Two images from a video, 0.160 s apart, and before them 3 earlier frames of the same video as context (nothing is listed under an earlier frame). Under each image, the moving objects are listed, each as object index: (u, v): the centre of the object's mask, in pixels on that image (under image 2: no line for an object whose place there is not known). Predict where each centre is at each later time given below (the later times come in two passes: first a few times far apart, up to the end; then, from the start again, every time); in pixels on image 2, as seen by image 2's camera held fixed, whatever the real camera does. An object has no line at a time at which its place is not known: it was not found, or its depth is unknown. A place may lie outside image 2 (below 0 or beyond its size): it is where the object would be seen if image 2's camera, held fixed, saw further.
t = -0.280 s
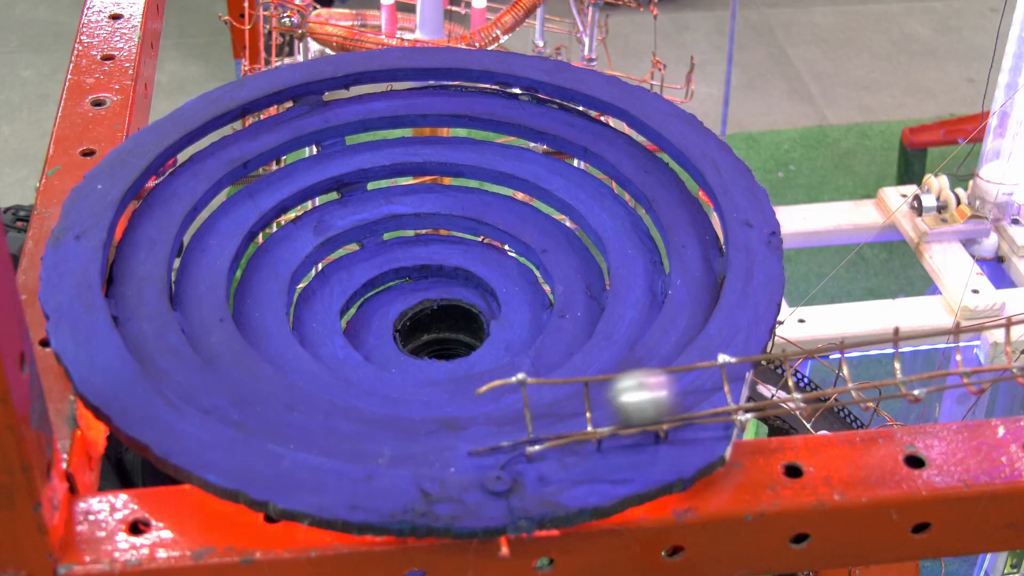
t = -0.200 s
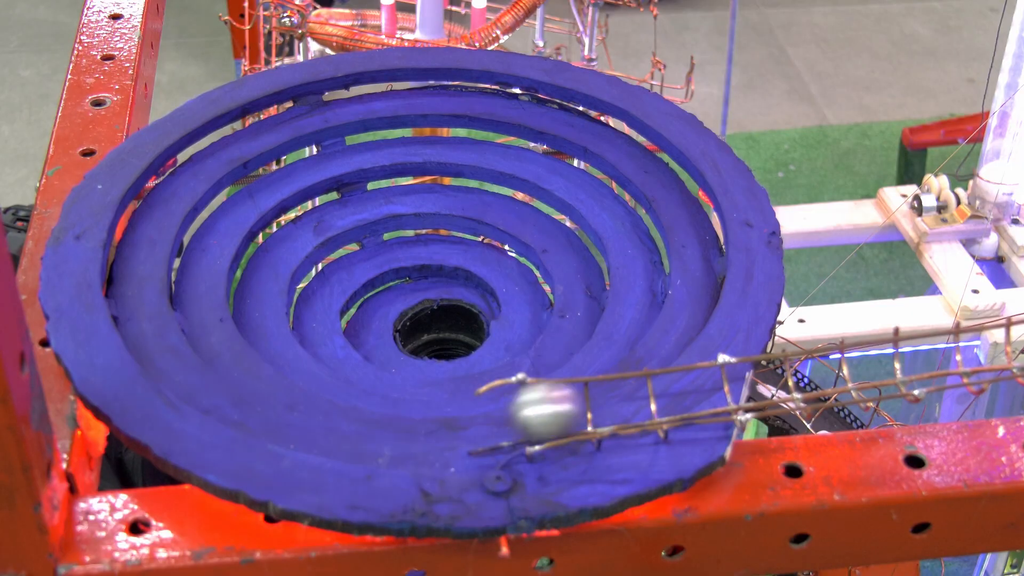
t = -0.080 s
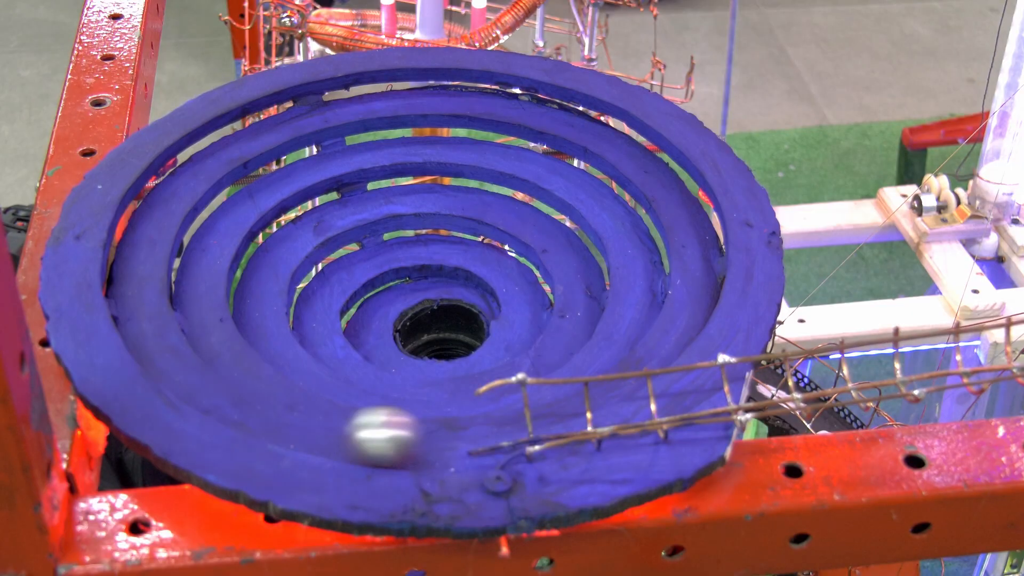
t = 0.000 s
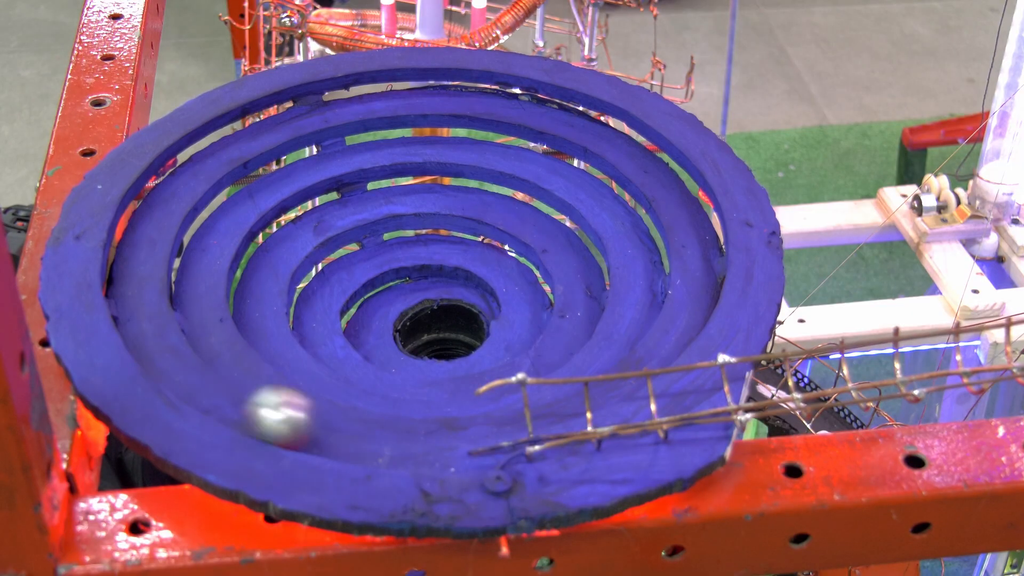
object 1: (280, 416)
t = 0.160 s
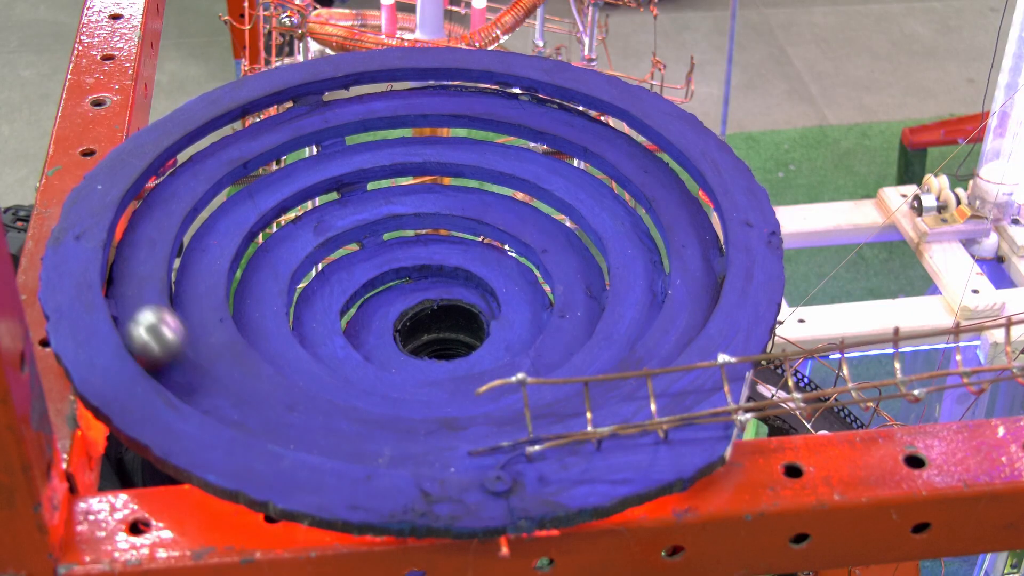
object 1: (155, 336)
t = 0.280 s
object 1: (130, 266)
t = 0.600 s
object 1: (231, 125)
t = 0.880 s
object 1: (402, 80)
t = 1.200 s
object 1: (601, 116)
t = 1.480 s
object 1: (700, 235)
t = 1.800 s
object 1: (545, 400)
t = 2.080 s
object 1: (263, 373)
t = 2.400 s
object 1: (208, 223)
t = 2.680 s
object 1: (325, 143)
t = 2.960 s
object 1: (485, 133)
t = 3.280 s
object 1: (632, 217)
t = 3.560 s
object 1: (579, 356)
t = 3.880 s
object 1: (295, 354)
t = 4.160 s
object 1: (283, 225)
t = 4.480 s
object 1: (465, 181)
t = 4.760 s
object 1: (583, 282)
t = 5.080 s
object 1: (386, 369)
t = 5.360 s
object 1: (330, 263)
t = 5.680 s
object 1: (497, 247)
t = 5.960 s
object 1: (445, 355)
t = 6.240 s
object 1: (407, 279)
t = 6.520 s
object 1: (445, 342)
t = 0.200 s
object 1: (142, 312)
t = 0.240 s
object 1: (134, 289)
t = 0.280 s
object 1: (130, 266)
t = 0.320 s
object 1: (135, 242)
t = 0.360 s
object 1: (140, 221)
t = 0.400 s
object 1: (147, 202)
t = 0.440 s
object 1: (159, 184)
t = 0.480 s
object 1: (173, 168)
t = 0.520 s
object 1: (190, 152)
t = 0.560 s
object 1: (210, 138)
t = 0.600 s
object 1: (231, 125)
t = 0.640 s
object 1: (254, 114)
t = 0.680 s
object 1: (278, 105)
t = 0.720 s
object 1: (301, 97)
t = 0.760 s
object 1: (325, 91)
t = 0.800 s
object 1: (351, 86)
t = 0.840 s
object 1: (377, 82)
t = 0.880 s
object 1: (402, 80)
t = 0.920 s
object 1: (428, 80)
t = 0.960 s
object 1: (454, 79)
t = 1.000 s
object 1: (480, 82)
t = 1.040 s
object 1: (505, 87)
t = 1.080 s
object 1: (530, 93)
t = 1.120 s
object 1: (554, 99)
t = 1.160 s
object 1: (578, 106)
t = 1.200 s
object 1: (601, 116)
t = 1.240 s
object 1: (621, 128)
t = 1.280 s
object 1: (641, 142)
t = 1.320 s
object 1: (658, 156)
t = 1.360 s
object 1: (674, 174)
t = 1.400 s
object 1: (687, 194)
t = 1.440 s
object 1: (696, 213)
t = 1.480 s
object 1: (700, 235)
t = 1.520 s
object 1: (700, 258)
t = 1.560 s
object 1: (696, 281)
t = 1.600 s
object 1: (685, 305)
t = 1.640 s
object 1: (668, 328)
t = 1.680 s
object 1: (642, 346)
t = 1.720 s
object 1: (615, 372)
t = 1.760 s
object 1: (579, 388)
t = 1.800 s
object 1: (545, 400)
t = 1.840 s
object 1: (496, 411)
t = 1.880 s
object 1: (453, 414)
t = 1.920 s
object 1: (409, 413)
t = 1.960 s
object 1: (367, 408)
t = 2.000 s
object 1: (326, 402)
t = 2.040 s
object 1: (291, 390)
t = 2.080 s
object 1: (263, 373)
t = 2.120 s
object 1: (239, 355)
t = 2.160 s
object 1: (221, 337)
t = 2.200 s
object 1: (208, 317)
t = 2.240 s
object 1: (203, 296)
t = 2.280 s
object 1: (197, 277)
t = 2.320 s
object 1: (197, 258)
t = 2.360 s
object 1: (202, 240)
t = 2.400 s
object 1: (208, 223)
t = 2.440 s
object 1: (219, 207)
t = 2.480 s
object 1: (232, 194)
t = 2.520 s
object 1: (247, 181)
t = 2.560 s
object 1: (264, 171)
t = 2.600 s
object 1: (284, 160)
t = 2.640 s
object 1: (305, 151)
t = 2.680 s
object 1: (325, 143)
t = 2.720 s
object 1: (346, 137)
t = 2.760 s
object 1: (369, 132)
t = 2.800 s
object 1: (393, 129)
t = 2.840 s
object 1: (416, 128)
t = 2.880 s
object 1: (439, 127)
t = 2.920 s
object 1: (462, 130)
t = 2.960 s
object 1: (485, 133)
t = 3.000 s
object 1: (508, 136)
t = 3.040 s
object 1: (528, 143)
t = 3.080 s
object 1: (547, 151)
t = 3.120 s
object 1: (568, 161)
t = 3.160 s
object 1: (590, 171)
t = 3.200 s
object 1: (604, 185)
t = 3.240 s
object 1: (618, 200)
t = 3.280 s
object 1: (632, 217)
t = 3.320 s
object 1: (640, 235)
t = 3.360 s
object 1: (644, 256)
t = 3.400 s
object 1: (643, 277)
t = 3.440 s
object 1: (637, 297)
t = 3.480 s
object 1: (624, 320)
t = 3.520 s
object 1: (605, 341)
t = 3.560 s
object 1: (579, 356)
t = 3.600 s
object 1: (545, 373)
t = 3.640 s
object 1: (508, 386)
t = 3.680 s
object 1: (466, 393)
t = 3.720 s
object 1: (427, 394)
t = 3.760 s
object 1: (388, 390)
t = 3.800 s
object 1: (352, 383)
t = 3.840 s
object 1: (321, 370)
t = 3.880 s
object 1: (295, 354)
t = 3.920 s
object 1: (276, 336)
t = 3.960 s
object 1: (261, 317)
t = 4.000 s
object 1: (255, 297)
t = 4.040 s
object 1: (257, 277)
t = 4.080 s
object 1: (262, 258)
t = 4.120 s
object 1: (271, 240)
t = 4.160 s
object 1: (283, 225)
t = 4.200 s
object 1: (299, 212)
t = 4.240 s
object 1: (319, 201)
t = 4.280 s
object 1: (340, 191)
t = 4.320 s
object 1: (364, 185)
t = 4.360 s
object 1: (388, 180)
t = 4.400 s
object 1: (415, 177)
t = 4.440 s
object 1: (440, 176)
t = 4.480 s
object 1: (465, 181)
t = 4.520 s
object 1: (490, 185)
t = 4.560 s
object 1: (514, 194)
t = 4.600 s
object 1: (537, 206)
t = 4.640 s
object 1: (557, 220)
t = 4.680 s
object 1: (572, 240)
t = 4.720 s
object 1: (582, 259)
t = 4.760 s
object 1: (583, 282)
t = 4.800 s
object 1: (578, 302)
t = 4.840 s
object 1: (567, 324)
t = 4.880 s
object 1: (547, 344)
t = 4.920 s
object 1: (522, 356)
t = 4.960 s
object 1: (487, 365)
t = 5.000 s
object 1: (454, 374)
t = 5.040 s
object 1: (420, 374)
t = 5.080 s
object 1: (386, 369)
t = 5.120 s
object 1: (358, 359)
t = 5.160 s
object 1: (338, 345)
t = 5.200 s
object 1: (321, 328)
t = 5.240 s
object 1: (314, 312)
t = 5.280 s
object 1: (315, 294)
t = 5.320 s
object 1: (318, 278)
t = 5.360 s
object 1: (330, 263)
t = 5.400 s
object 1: (345, 251)
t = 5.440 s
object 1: (364, 242)
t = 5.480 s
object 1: (386, 235)
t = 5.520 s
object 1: (407, 230)
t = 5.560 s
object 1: (432, 229)
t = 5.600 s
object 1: (454, 231)
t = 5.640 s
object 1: (477, 238)
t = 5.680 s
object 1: (497, 247)
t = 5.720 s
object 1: (514, 260)
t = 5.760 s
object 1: (525, 279)
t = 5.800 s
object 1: (529, 299)
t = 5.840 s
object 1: (521, 321)
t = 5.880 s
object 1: (504, 337)
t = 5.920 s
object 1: (474, 349)
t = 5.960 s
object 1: (445, 355)
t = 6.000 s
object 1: (415, 354)
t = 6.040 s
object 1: (389, 346)
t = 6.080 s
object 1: (374, 332)
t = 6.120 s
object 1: (367, 315)
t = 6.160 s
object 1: (376, 299)
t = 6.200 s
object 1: (389, 287)
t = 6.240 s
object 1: (407, 279)
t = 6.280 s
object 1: (425, 278)
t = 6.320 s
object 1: (444, 277)
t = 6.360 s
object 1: (462, 279)
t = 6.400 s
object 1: (474, 291)
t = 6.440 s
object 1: (474, 300)
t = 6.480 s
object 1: (462, 313)
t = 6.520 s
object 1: (445, 342)
